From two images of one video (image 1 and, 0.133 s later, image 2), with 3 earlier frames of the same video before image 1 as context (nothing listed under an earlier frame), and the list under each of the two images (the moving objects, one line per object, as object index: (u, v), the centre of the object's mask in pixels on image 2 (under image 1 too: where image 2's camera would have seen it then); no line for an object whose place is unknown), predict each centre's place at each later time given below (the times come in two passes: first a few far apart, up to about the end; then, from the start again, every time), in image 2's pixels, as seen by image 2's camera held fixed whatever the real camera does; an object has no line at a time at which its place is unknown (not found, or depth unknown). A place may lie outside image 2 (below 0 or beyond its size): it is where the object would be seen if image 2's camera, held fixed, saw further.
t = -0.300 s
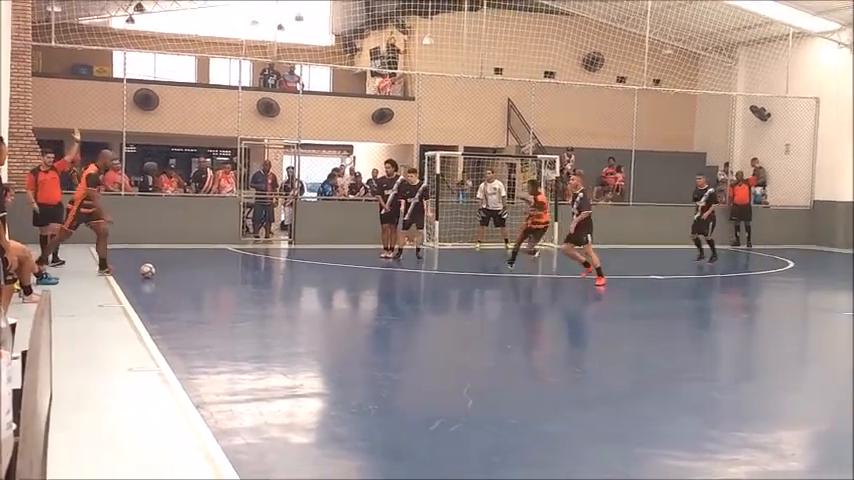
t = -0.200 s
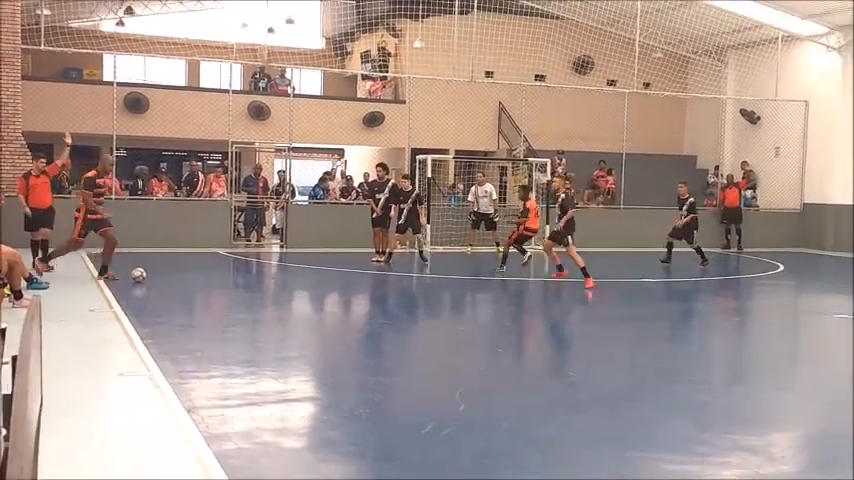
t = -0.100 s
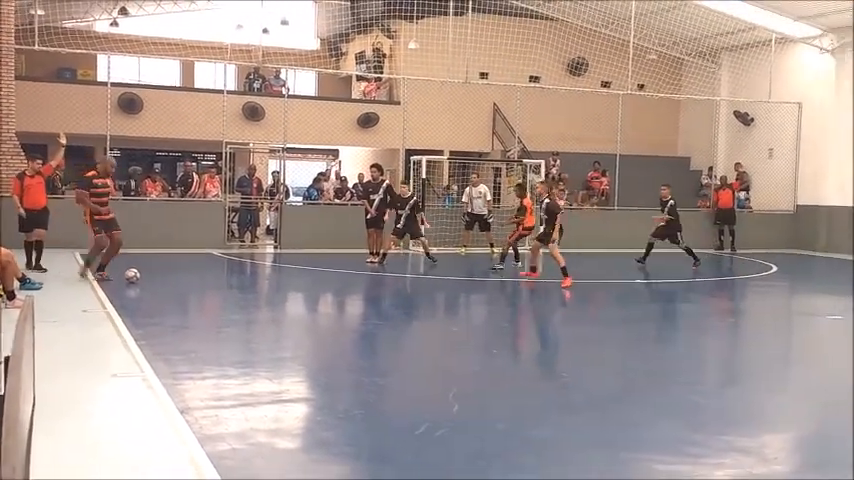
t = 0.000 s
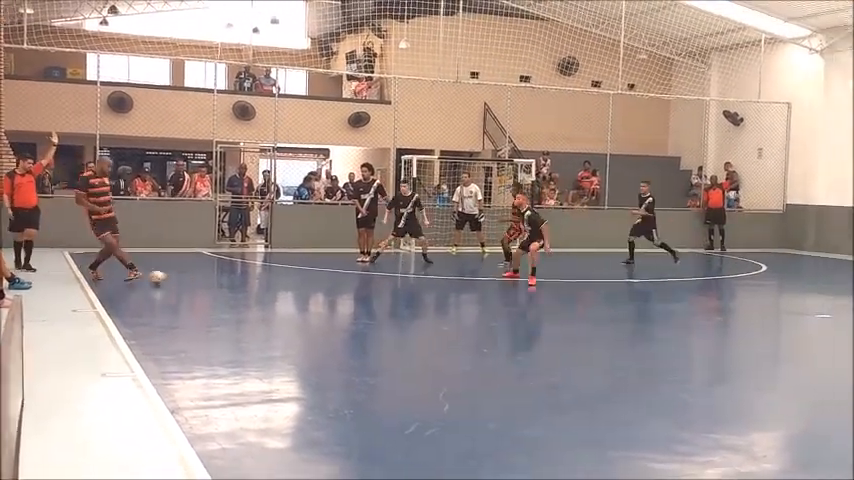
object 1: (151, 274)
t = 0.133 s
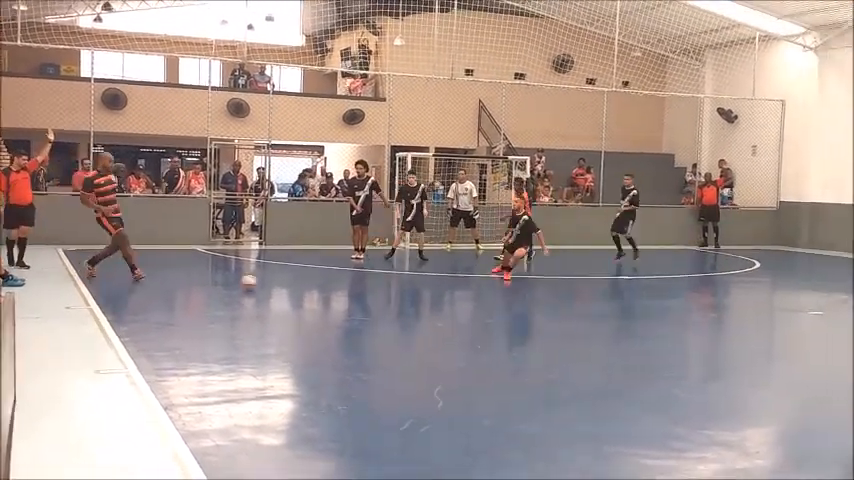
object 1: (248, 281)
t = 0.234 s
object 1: (323, 288)
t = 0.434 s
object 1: (470, 301)
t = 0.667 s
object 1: (647, 318)
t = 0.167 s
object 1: (274, 285)
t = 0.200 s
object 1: (298, 287)
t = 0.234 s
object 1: (323, 288)
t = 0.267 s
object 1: (347, 290)
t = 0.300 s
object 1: (372, 293)
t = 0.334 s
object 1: (398, 295)
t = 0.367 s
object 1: (422, 296)
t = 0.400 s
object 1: (446, 299)
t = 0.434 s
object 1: (470, 301)
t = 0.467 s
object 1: (495, 303)
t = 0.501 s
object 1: (520, 306)
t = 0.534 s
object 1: (546, 308)
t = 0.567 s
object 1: (570, 310)
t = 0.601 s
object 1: (596, 313)
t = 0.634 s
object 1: (622, 316)
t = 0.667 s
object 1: (647, 318)
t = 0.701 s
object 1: (673, 321)
